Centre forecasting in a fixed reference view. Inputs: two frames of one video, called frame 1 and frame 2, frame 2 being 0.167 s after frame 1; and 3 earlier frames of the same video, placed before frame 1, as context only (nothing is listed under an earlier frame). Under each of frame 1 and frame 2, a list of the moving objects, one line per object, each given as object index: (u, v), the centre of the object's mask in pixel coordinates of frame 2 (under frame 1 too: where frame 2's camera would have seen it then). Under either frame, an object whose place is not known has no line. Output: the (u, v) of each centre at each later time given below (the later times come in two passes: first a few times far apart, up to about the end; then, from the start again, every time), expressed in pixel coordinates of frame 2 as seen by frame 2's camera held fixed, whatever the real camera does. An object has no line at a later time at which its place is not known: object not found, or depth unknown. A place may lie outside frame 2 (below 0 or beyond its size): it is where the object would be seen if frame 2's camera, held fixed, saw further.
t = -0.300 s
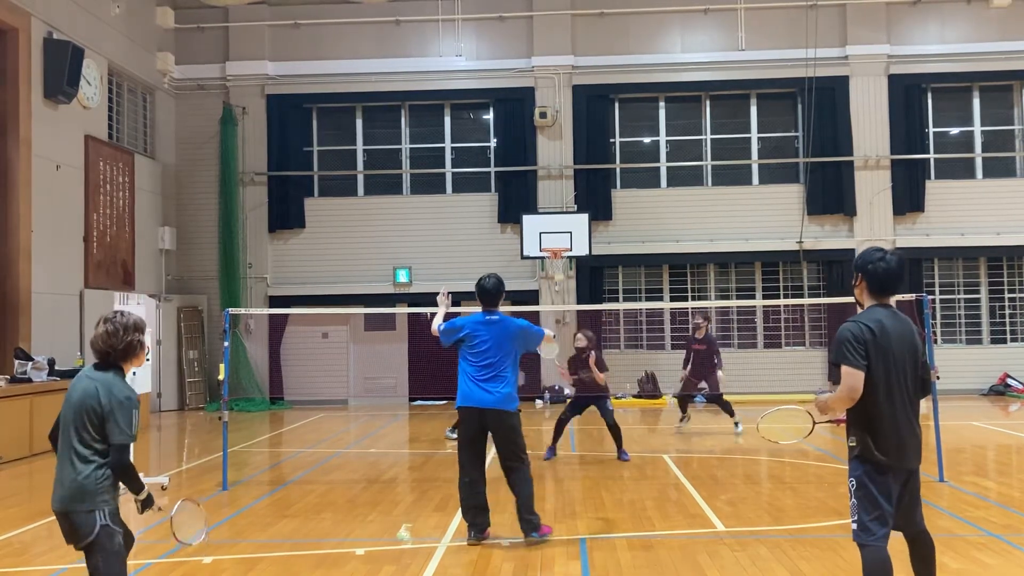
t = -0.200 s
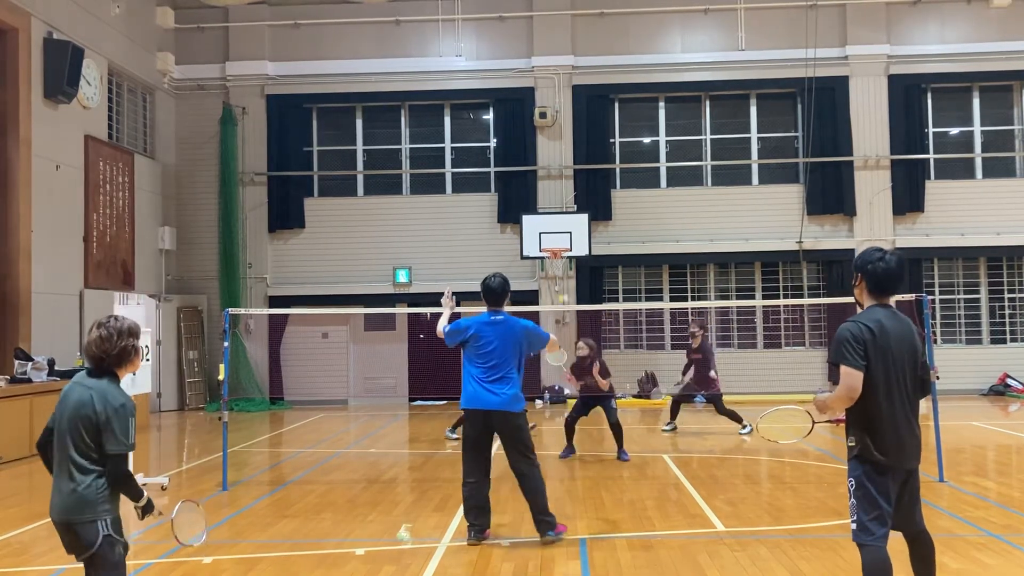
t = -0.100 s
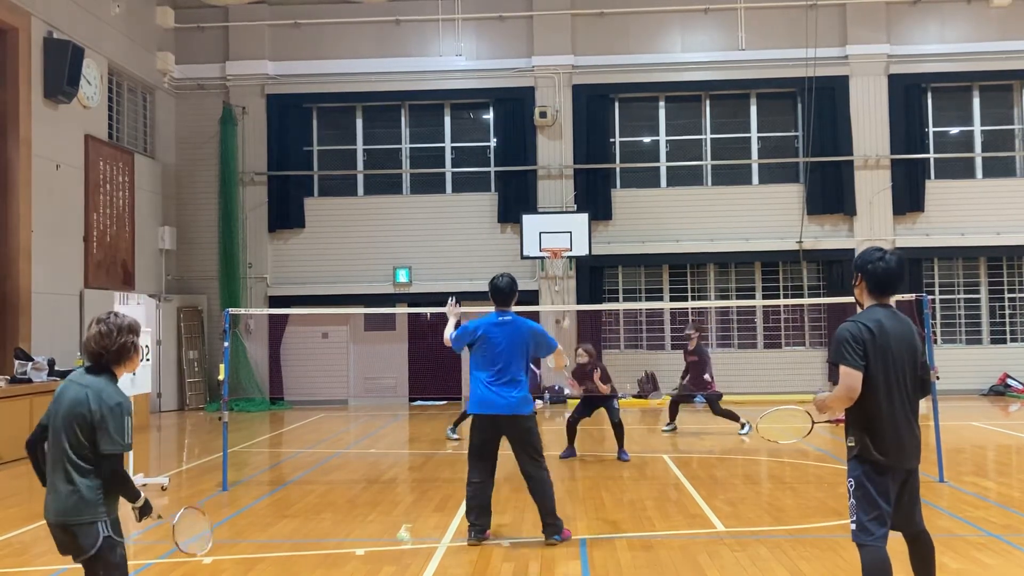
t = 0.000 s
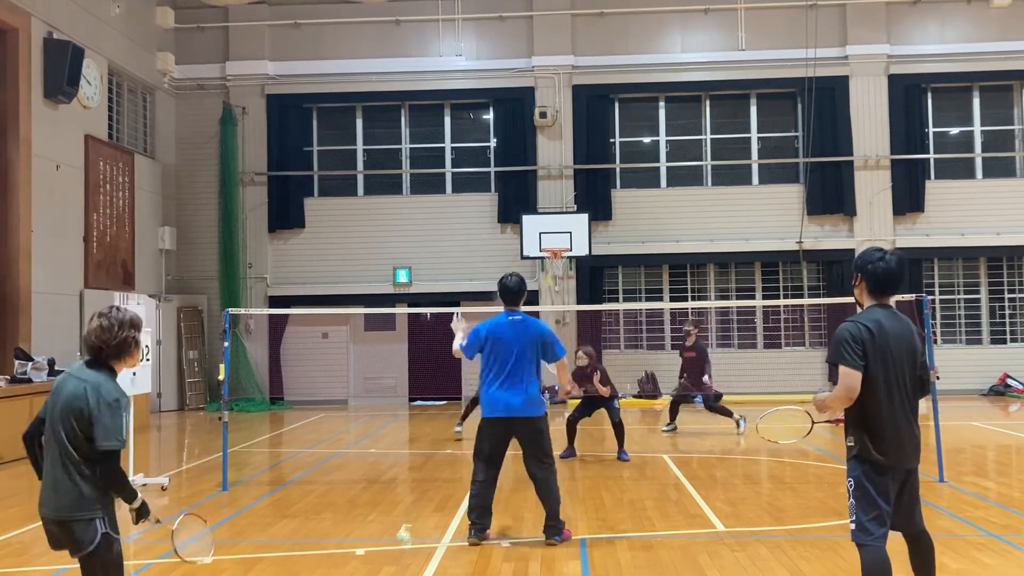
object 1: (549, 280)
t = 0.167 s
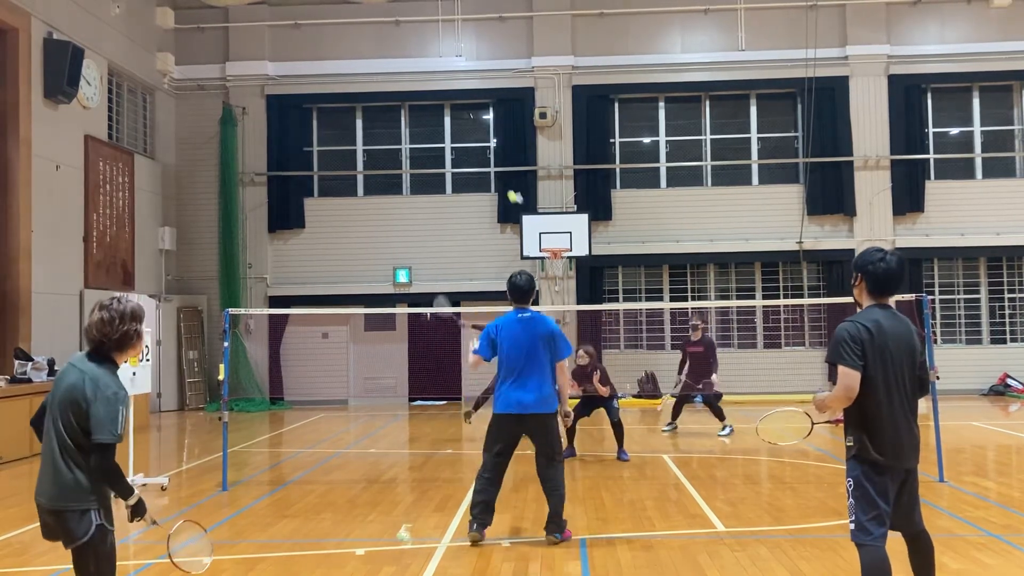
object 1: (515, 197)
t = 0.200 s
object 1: (508, 186)
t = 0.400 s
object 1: (471, 140)
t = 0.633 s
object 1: (433, 159)
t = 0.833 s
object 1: (401, 232)
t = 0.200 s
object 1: (508, 186)
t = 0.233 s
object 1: (502, 175)
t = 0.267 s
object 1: (495, 166)
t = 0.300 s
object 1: (487, 156)
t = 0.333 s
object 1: (481, 150)
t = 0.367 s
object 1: (476, 144)
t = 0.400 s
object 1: (471, 140)
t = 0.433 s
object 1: (465, 138)
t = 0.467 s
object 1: (461, 137)
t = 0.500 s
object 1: (455, 138)
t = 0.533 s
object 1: (450, 141)
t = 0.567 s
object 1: (445, 146)
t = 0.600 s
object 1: (438, 153)
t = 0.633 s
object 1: (433, 159)
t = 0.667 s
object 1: (426, 168)
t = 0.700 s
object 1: (421, 177)
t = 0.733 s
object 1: (416, 187)
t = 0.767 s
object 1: (411, 200)
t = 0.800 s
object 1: (406, 215)
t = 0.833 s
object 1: (401, 232)
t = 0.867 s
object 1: (395, 252)
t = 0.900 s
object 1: (389, 274)
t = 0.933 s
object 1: (384, 297)
